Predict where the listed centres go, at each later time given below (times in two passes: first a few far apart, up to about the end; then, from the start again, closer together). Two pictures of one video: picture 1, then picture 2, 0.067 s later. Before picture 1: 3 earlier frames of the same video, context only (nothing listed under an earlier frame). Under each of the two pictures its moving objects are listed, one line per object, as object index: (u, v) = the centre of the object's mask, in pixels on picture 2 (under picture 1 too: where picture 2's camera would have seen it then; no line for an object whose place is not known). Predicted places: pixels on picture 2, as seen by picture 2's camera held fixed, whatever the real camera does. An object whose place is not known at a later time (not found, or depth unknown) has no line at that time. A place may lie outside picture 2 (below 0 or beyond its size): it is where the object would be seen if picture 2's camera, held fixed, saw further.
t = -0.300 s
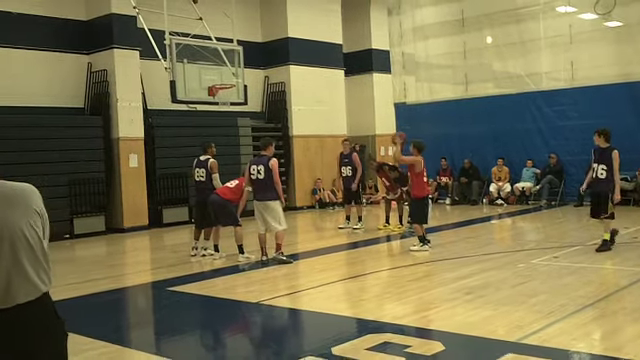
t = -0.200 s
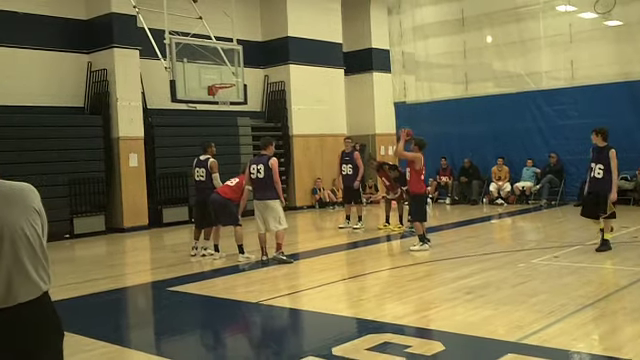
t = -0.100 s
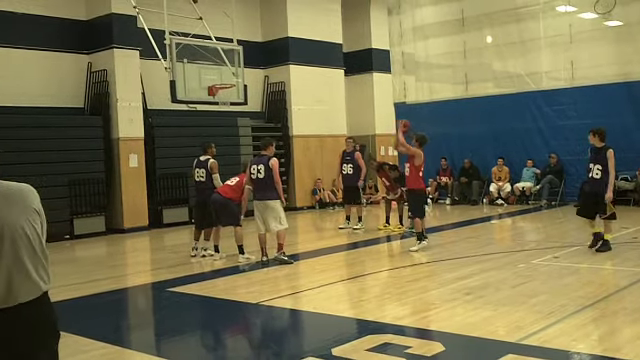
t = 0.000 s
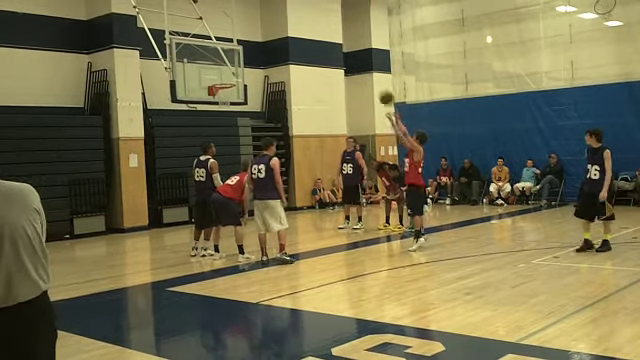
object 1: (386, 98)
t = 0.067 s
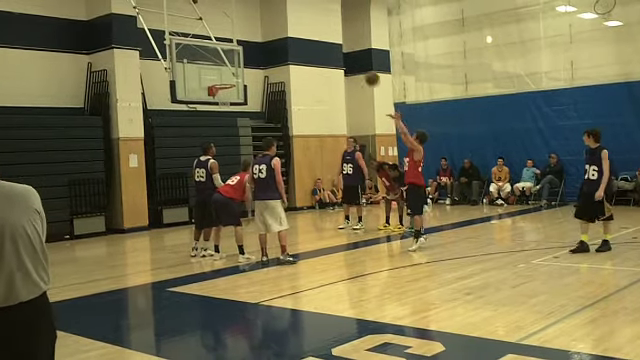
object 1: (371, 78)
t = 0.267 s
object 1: (333, 38)
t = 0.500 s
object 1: (293, 23)
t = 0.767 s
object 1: (254, 42)
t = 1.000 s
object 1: (227, 80)
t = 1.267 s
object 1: (226, 79)
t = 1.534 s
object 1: (224, 85)
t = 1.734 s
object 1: (224, 108)
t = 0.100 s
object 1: (365, 69)
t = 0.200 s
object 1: (346, 49)
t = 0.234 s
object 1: (339, 42)
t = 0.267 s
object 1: (333, 38)
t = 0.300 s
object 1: (326, 34)
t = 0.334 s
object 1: (320, 31)
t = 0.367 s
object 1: (315, 28)
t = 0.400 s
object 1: (309, 25)
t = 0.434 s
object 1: (303, 24)
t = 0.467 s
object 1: (298, 23)
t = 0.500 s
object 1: (293, 23)
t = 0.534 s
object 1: (287, 23)
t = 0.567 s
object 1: (282, 24)
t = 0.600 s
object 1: (277, 26)
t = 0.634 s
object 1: (273, 28)
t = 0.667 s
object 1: (268, 30)
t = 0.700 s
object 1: (263, 34)
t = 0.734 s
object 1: (259, 37)
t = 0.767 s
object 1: (254, 42)
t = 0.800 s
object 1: (251, 46)
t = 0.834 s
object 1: (246, 51)
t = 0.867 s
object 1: (243, 56)
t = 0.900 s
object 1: (237, 63)
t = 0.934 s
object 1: (234, 70)
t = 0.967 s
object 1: (230, 77)
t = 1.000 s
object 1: (227, 80)
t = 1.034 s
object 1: (224, 81)
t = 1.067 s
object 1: (222, 83)
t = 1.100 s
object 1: (220, 85)
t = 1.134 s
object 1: (221, 83)
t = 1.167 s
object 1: (223, 82)
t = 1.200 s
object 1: (225, 81)
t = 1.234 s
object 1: (227, 81)
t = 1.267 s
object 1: (226, 79)
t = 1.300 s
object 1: (226, 78)
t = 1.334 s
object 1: (226, 78)
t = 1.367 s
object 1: (225, 77)
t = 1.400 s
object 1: (225, 78)
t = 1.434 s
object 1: (225, 78)
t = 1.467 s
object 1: (224, 80)
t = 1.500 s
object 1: (224, 82)
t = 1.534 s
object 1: (224, 85)
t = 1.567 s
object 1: (224, 89)
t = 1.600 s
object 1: (223, 93)
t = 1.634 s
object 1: (223, 98)
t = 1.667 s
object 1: (223, 102)
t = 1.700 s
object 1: (223, 106)
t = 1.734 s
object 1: (224, 108)
